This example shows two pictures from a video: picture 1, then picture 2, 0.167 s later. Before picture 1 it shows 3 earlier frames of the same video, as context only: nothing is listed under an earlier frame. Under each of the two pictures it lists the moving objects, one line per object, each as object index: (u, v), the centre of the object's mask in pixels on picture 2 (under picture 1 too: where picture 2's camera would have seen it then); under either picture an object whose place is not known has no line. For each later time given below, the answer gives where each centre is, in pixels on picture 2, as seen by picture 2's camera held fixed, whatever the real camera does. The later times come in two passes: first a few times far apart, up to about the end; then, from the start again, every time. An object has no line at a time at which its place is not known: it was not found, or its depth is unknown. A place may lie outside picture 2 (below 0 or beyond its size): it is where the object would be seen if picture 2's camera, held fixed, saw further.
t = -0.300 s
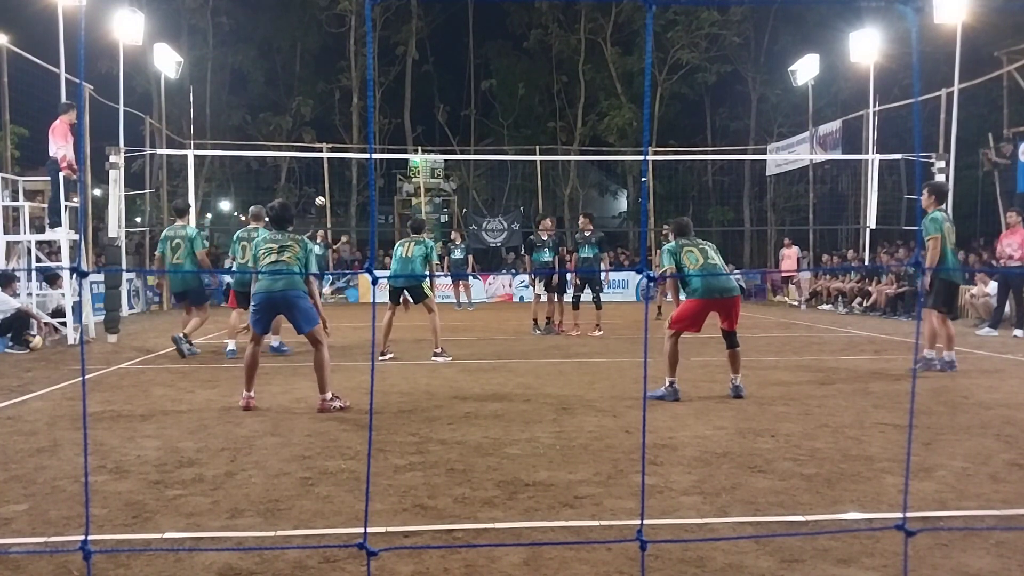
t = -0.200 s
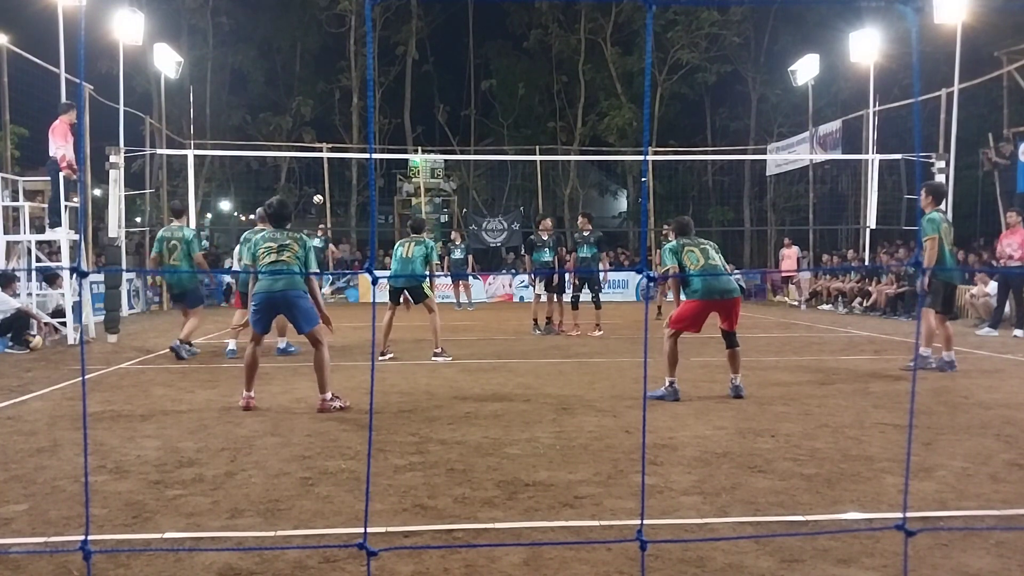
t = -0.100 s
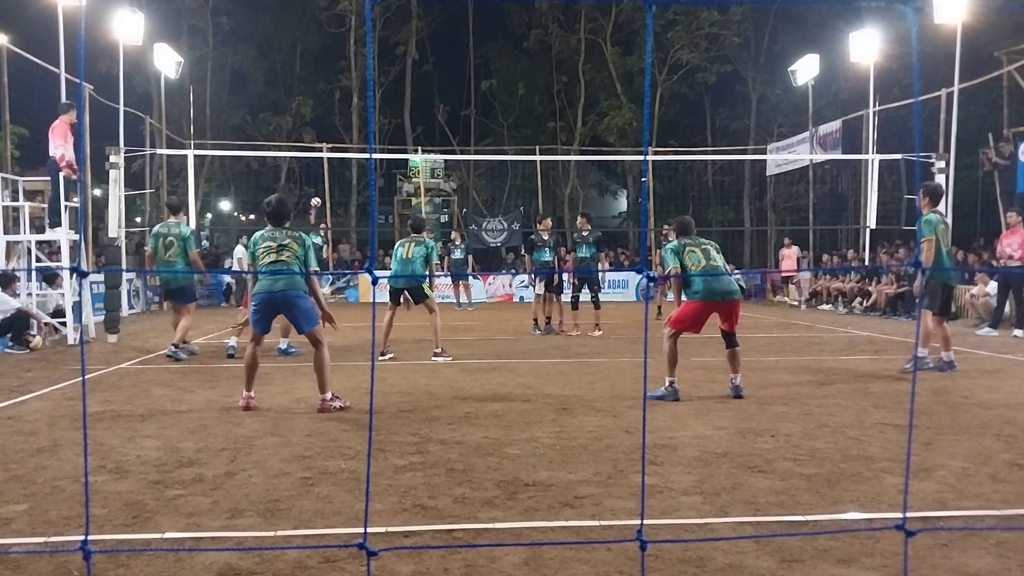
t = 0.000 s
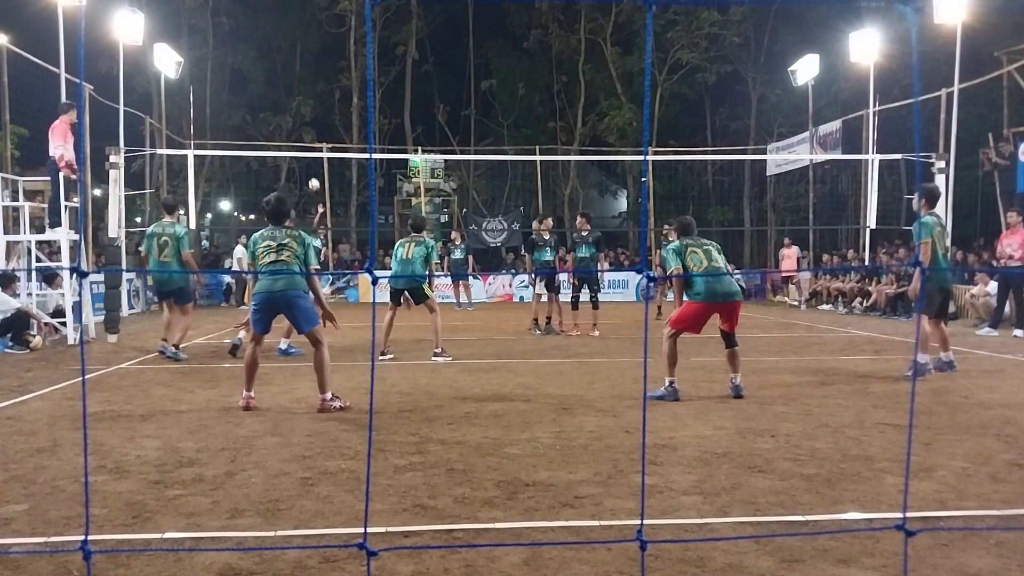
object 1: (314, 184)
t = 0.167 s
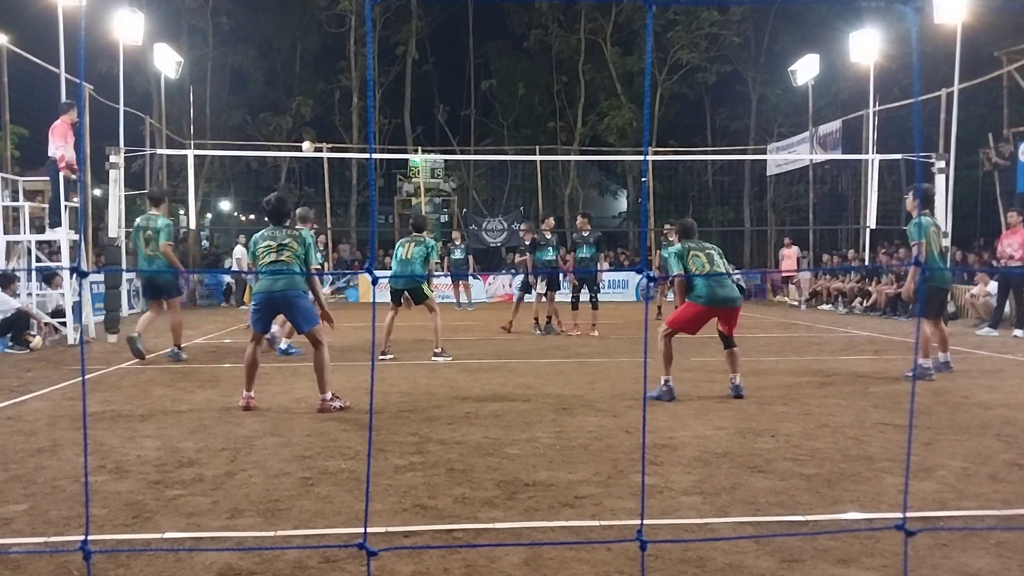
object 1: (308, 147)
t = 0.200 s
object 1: (307, 141)
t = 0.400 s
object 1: (295, 107)
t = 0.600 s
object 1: (282, 86)
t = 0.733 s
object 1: (270, 89)
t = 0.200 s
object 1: (307, 141)
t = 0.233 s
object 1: (304, 135)
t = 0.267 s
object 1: (302, 129)
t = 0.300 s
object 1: (301, 123)
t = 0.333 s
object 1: (298, 117)
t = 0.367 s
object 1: (297, 112)
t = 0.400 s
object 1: (295, 107)
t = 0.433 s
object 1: (292, 102)
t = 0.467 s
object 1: (291, 98)
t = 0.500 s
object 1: (289, 94)
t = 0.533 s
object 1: (286, 90)
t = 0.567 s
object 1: (284, 88)
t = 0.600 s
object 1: (282, 86)
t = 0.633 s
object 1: (279, 84)
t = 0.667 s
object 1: (278, 85)
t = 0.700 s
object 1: (274, 86)
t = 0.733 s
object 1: (270, 89)
